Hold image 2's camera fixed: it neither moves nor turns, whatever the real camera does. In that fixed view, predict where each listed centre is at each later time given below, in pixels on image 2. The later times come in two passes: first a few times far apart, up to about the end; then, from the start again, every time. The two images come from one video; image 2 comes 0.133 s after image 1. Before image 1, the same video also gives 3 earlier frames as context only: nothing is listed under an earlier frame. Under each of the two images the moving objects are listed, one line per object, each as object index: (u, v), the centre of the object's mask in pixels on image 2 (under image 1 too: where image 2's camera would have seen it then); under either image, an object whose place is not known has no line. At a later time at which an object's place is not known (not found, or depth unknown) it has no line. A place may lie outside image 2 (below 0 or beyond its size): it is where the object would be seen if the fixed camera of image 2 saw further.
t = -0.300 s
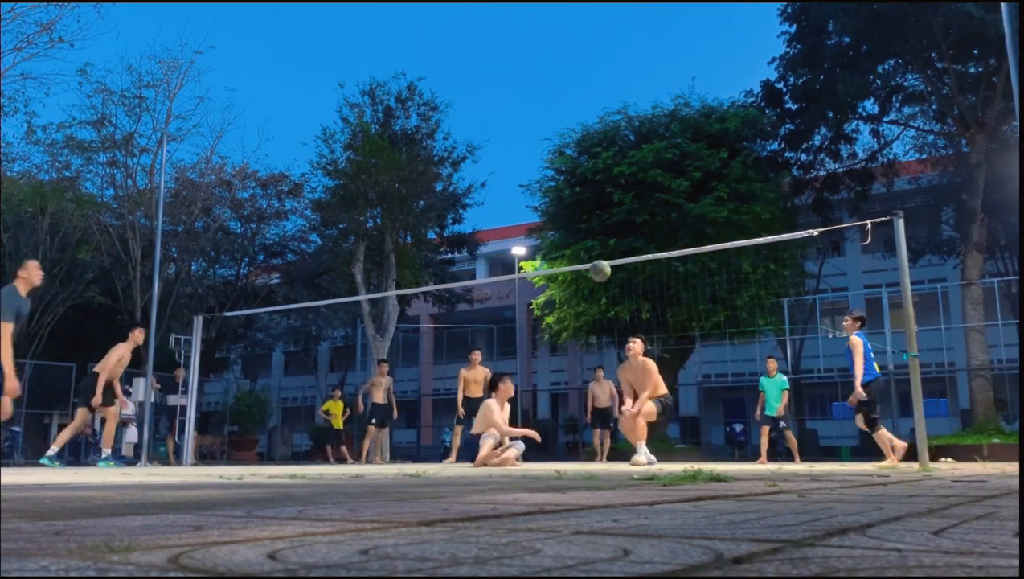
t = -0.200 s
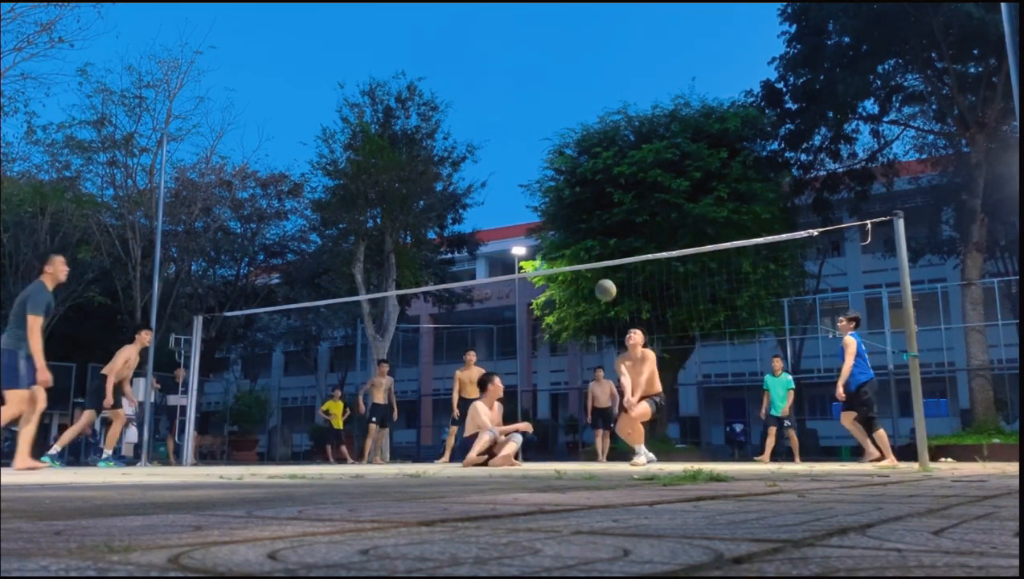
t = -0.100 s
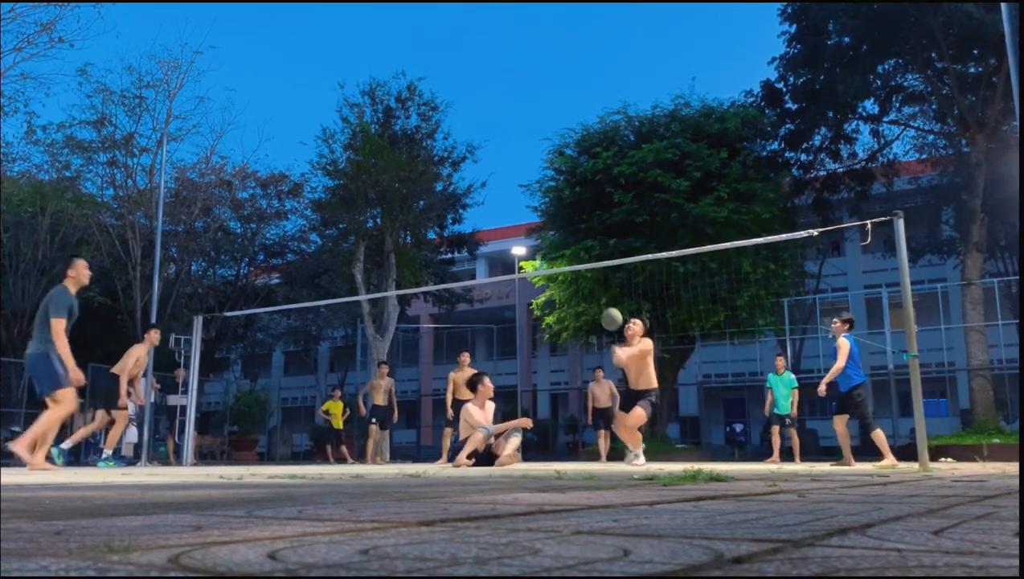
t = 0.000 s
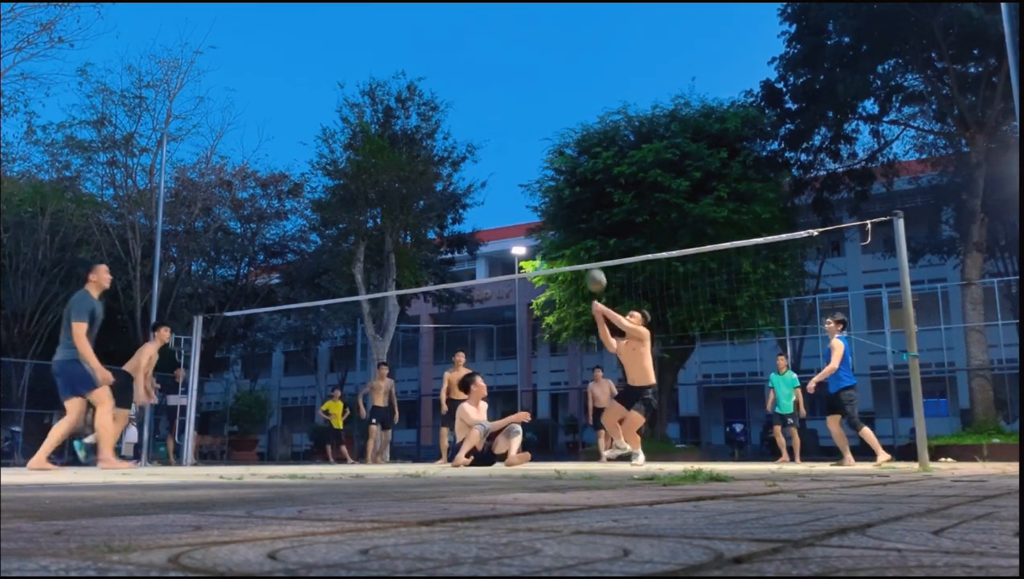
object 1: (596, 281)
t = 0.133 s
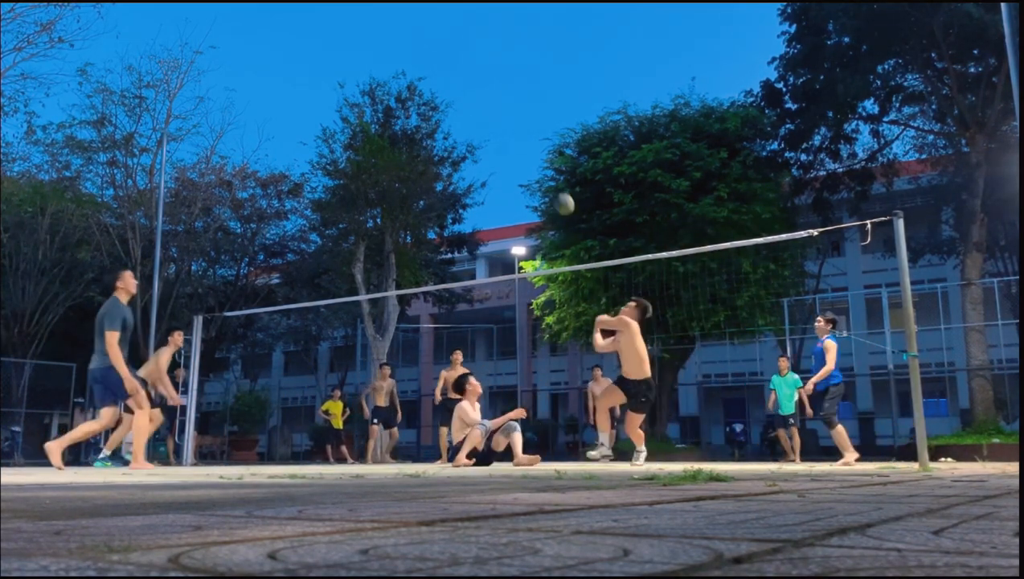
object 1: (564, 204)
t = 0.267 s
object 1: (536, 153)
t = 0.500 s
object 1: (493, 107)
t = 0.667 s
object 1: (466, 102)
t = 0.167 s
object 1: (559, 189)
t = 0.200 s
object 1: (550, 174)
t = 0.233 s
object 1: (543, 163)
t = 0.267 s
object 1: (536, 153)
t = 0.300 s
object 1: (529, 143)
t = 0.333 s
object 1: (523, 134)
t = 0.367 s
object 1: (517, 127)
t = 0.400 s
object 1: (510, 120)
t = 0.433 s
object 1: (505, 114)
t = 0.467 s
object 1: (499, 110)
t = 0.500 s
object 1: (493, 107)
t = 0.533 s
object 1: (487, 104)
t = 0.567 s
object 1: (482, 103)
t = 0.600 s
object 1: (476, 102)
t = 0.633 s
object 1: (471, 102)
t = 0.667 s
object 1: (466, 102)
